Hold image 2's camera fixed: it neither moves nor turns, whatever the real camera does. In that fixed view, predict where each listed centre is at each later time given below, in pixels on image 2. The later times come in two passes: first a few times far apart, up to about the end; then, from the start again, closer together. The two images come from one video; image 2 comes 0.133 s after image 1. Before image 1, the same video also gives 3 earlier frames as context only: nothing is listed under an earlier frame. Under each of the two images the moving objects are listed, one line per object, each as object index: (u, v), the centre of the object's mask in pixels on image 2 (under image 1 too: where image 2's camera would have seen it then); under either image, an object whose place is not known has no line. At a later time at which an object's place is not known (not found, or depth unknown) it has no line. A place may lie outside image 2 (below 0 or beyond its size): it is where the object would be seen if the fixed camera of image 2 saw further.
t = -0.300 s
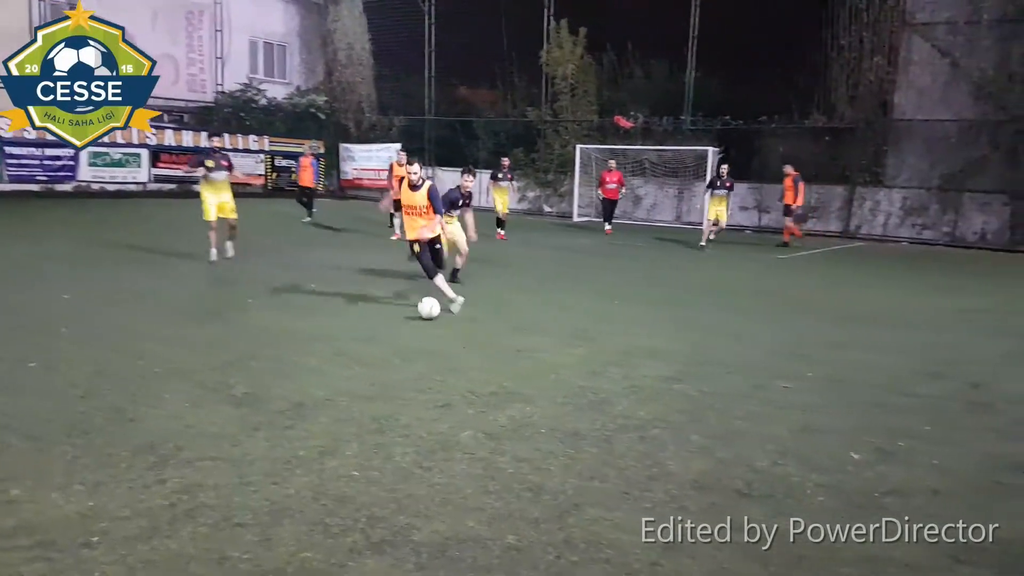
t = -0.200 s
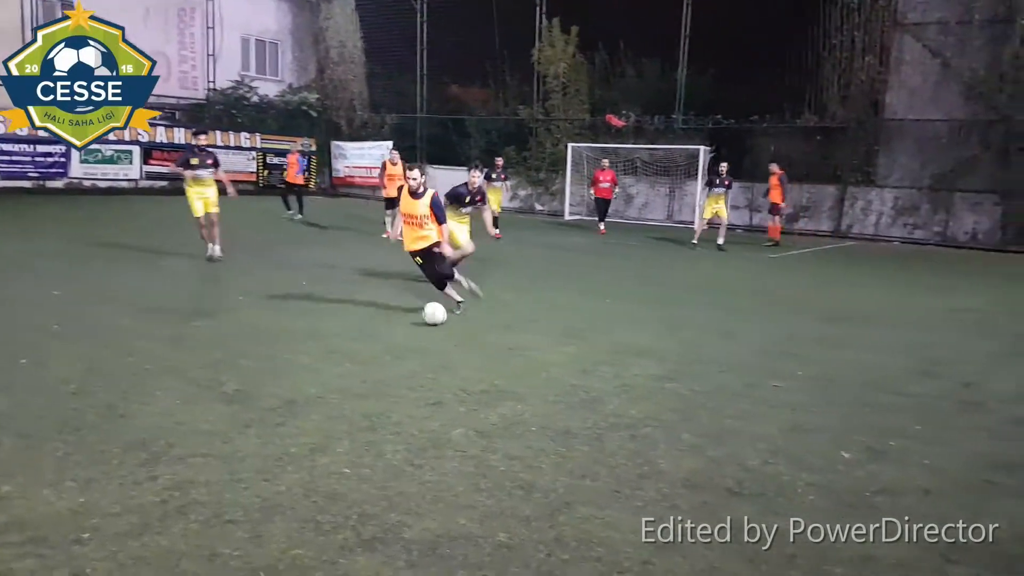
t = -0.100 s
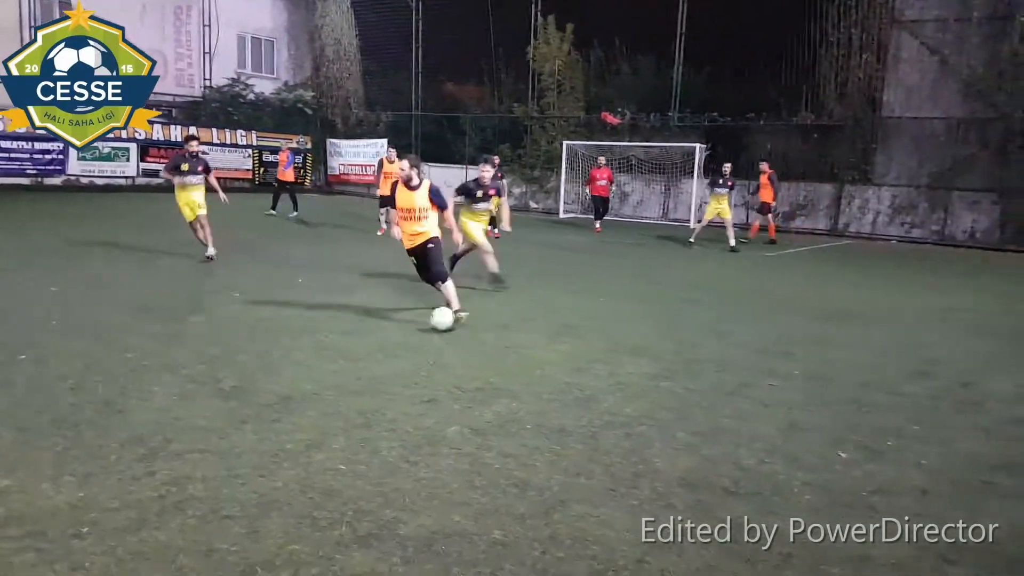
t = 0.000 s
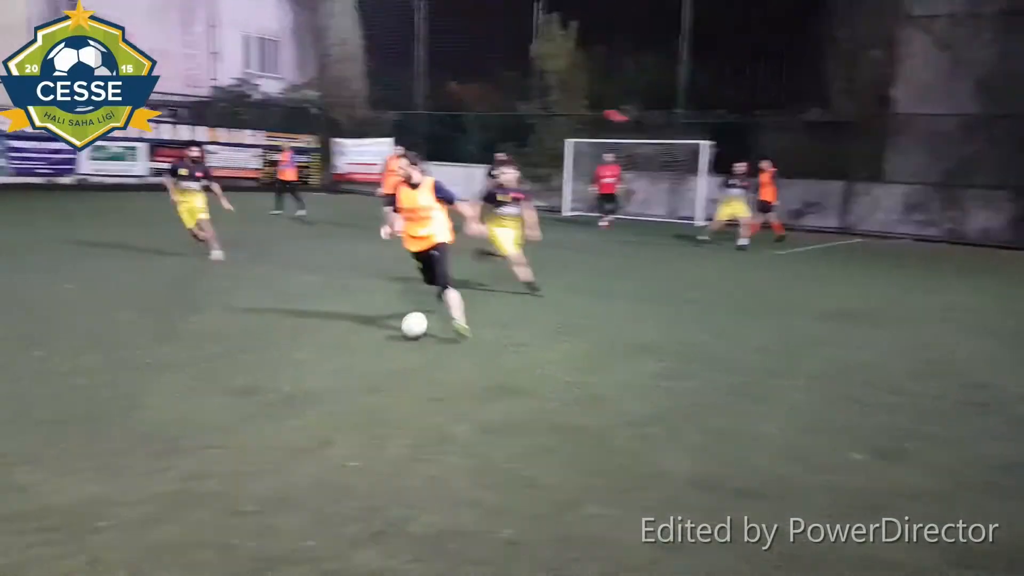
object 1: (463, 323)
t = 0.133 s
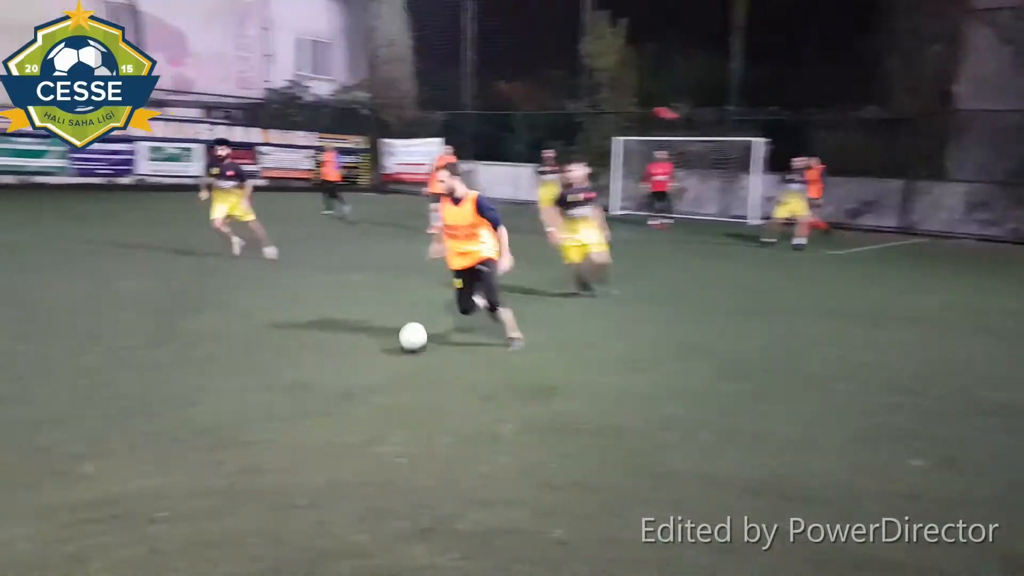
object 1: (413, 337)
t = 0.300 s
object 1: (341, 358)
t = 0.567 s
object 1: (199, 393)
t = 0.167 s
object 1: (399, 342)
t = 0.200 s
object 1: (386, 346)
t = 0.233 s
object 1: (371, 348)
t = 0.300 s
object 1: (341, 358)
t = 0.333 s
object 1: (326, 361)
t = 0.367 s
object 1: (310, 365)
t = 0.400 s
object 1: (293, 371)
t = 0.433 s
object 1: (275, 377)
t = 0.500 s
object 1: (240, 381)
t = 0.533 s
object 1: (221, 386)
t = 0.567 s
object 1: (199, 393)
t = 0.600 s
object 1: (179, 403)
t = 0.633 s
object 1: (157, 412)
